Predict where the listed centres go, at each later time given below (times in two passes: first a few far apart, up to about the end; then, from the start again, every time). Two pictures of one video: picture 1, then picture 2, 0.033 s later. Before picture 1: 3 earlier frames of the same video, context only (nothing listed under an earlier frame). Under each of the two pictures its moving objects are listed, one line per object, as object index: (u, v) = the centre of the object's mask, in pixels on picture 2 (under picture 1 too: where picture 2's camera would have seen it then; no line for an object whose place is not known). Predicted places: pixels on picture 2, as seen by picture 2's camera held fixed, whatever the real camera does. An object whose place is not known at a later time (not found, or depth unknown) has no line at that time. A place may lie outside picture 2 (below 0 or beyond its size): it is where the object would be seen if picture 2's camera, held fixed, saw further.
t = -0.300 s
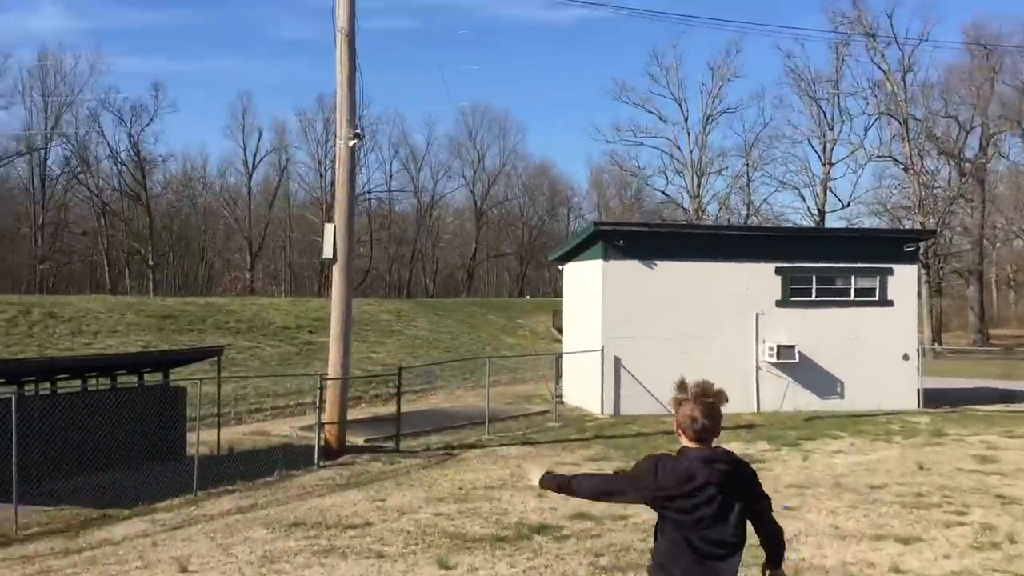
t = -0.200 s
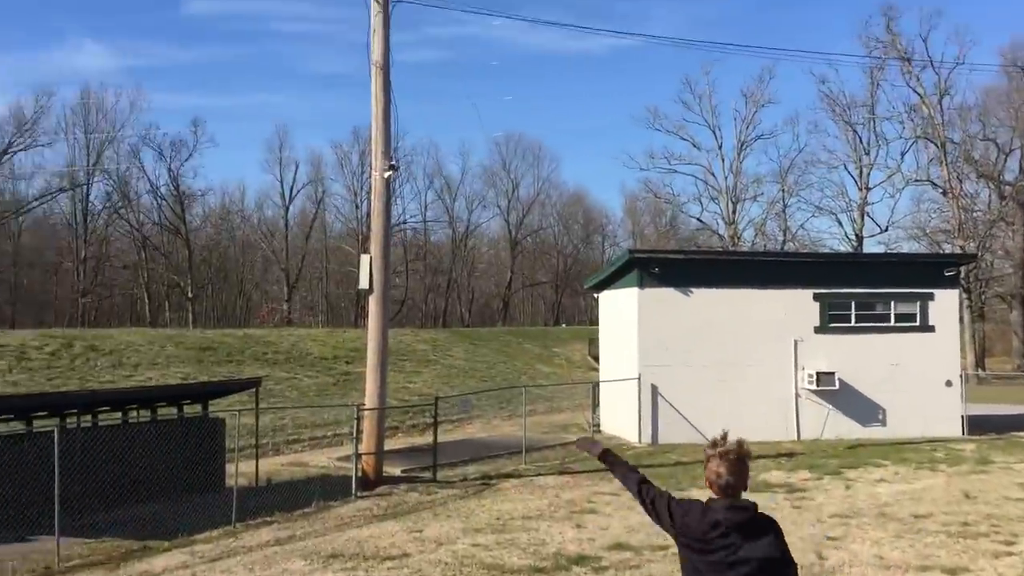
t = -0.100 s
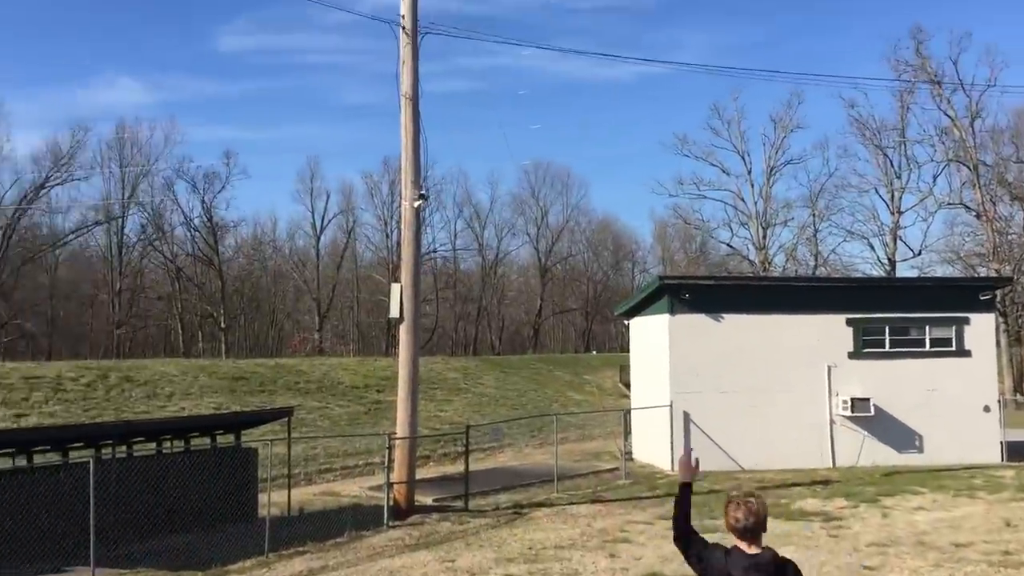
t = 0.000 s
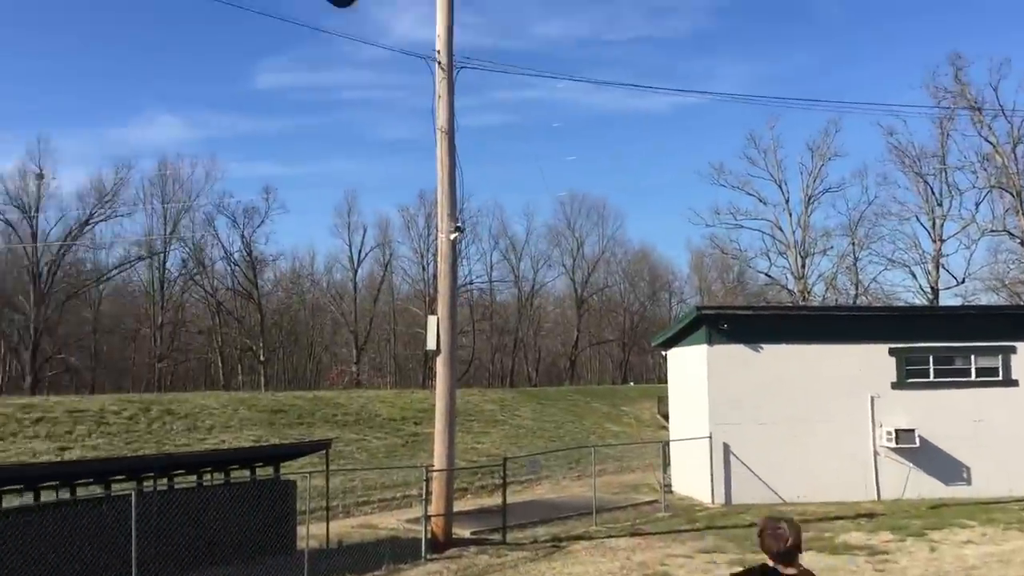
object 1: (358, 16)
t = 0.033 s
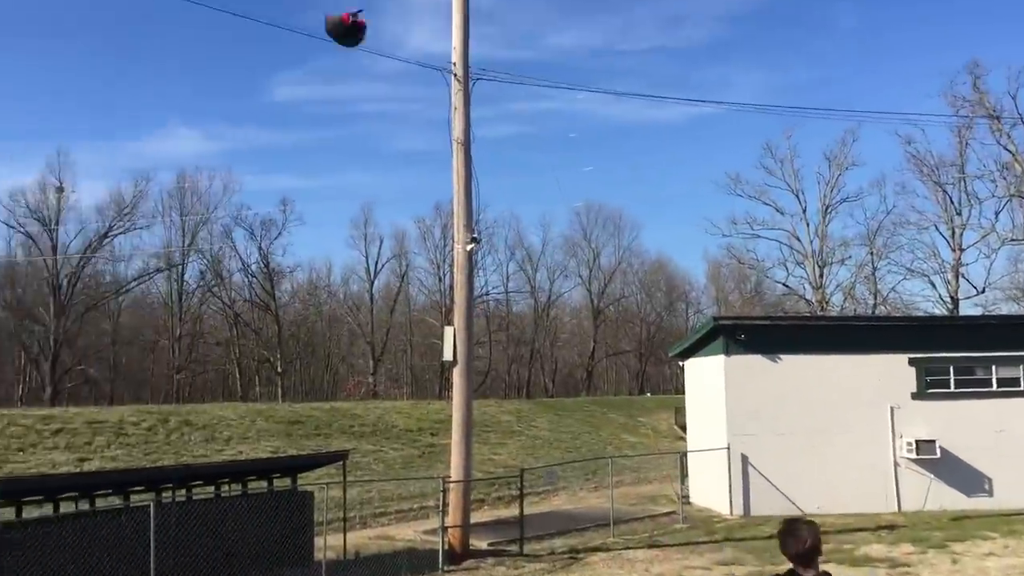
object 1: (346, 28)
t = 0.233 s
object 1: (295, 211)
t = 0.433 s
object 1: (263, 401)
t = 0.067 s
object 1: (336, 57)
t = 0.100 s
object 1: (327, 87)
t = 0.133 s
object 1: (318, 117)
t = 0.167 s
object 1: (310, 149)
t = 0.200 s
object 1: (303, 180)
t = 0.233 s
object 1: (295, 211)
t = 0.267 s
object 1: (289, 243)
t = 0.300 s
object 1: (283, 274)
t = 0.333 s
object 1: (277, 306)
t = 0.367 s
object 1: (276, 336)
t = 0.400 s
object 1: (269, 368)
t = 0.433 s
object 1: (263, 401)
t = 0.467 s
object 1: (256, 435)
